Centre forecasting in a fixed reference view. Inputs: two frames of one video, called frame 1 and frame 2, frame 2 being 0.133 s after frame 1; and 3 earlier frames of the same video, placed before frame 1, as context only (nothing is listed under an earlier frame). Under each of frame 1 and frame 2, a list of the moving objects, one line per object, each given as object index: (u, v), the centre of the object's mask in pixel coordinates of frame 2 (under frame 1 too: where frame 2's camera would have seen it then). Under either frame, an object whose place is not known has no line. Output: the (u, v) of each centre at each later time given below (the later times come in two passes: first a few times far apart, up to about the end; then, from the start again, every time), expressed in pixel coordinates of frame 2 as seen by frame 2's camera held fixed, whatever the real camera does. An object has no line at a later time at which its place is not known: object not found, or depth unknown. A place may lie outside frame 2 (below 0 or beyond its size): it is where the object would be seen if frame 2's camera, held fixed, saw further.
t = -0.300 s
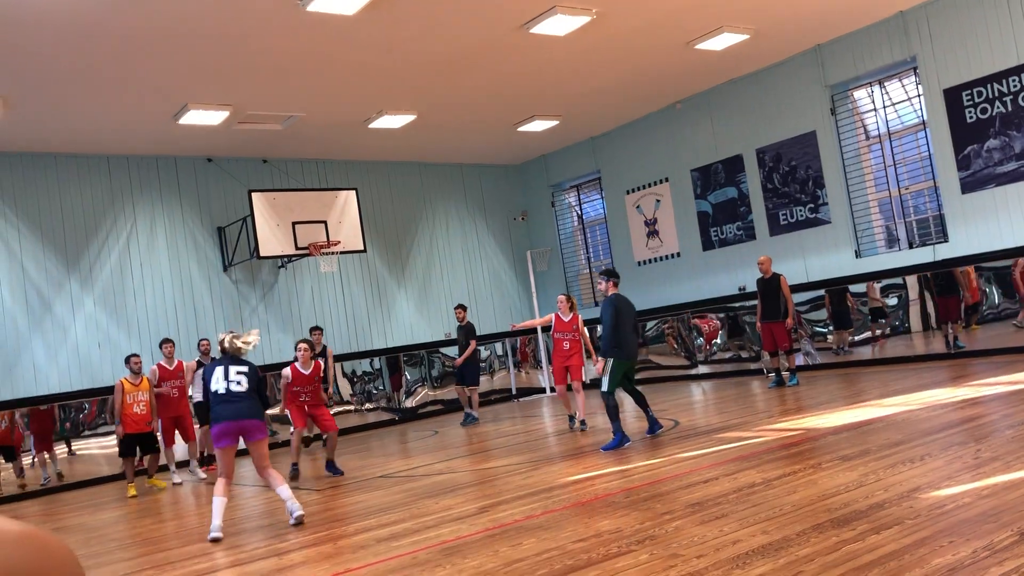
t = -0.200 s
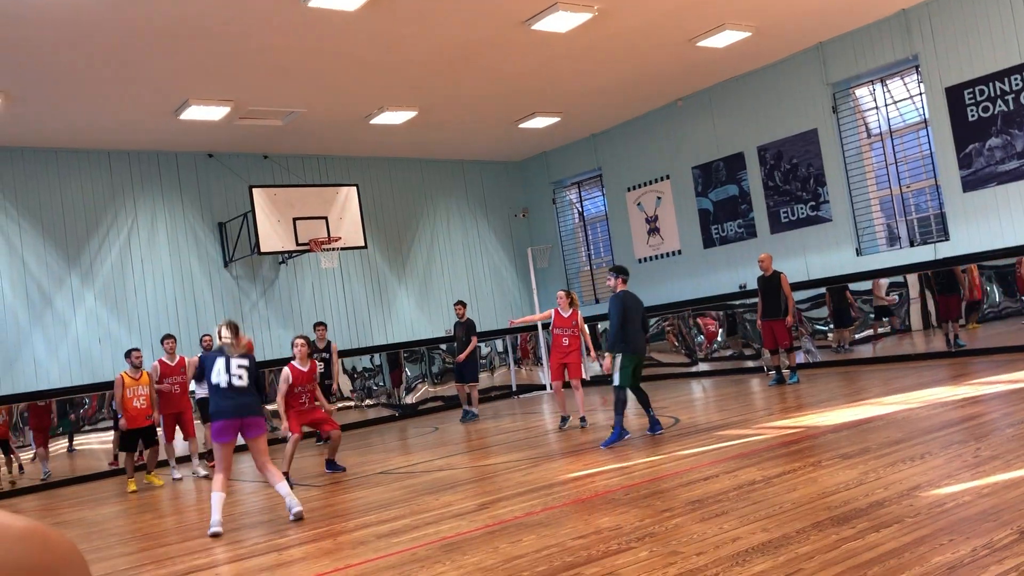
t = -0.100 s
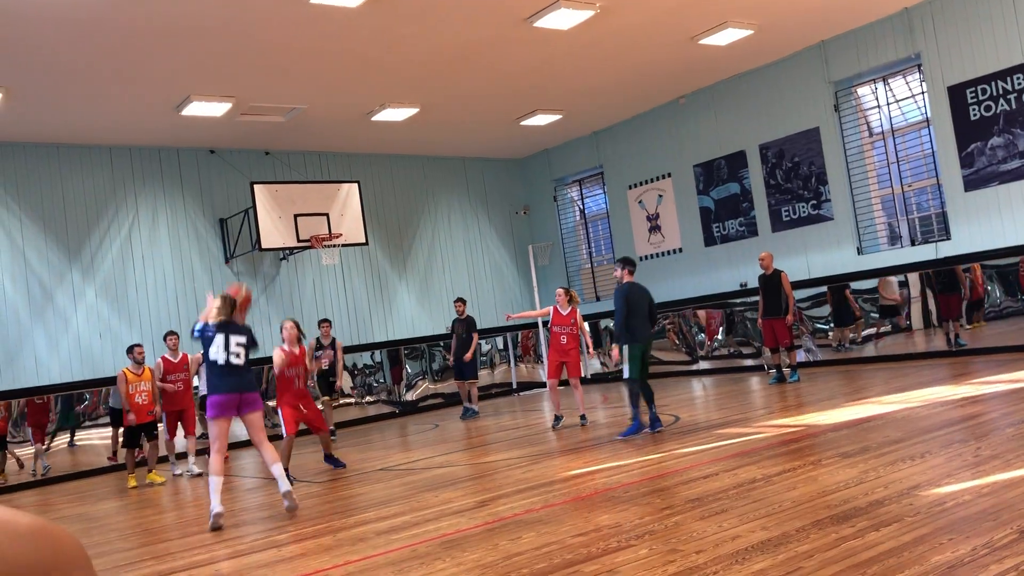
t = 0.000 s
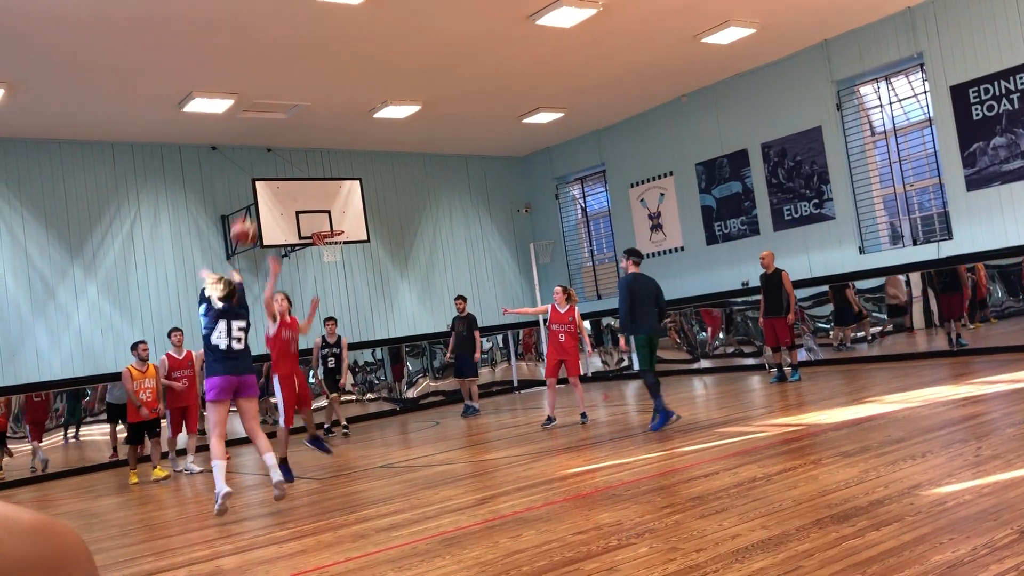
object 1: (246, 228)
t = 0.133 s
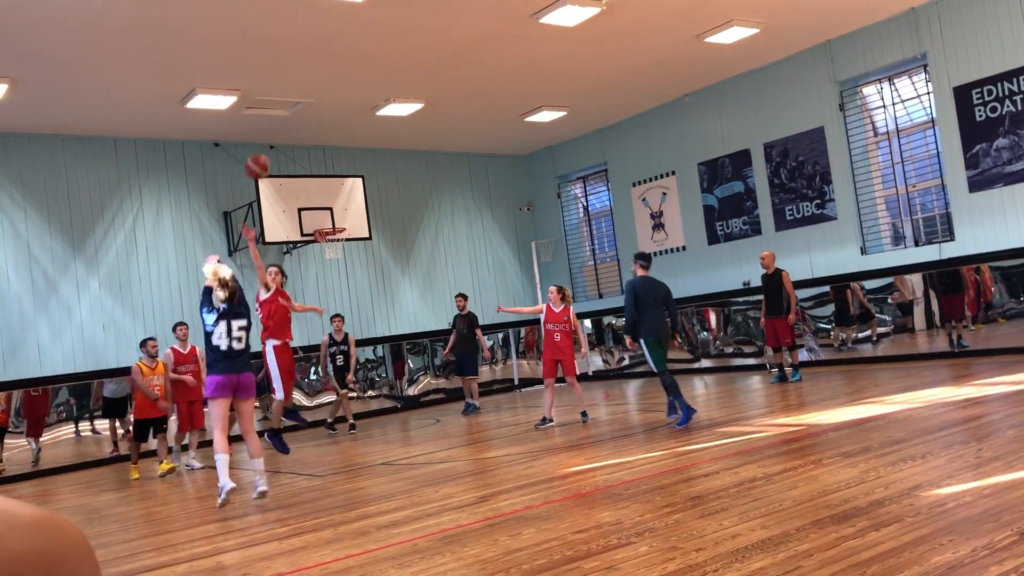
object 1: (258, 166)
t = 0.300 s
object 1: (273, 124)
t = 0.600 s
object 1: (298, 116)
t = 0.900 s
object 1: (326, 169)
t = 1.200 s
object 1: (347, 213)
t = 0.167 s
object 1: (260, 155)
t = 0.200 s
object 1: (264, 146)
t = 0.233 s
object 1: (268, 137)
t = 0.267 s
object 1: (271, 130)
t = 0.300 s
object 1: (273, 124)
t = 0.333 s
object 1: (275, 119)
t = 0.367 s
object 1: (278, 115)
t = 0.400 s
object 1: (281, 113)
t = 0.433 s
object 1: (283, 111)
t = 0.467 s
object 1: (286, 110)
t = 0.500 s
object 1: (289, 110)
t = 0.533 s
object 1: (292, 111)
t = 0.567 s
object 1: (295, 113)
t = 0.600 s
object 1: (298, 116)
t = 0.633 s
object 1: (301, 119)
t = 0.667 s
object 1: (304, 123)
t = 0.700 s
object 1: (307, 127)
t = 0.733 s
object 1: (311, 133)
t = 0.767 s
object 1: (314, 139)
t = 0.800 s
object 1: (316, 145)
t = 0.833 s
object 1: (319, 153)
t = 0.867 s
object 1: (323, 161)
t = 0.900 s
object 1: (326, 169)
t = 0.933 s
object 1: (329, 178)
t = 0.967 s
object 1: (332, 187)
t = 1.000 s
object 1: (335, 197)
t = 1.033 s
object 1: (339, 207)
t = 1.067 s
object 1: (342, 218)
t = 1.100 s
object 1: (343, 219)
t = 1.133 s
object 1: (344, 216)
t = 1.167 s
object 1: (345, 214)
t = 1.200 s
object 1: (347, 213)
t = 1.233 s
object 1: (348, 212)
